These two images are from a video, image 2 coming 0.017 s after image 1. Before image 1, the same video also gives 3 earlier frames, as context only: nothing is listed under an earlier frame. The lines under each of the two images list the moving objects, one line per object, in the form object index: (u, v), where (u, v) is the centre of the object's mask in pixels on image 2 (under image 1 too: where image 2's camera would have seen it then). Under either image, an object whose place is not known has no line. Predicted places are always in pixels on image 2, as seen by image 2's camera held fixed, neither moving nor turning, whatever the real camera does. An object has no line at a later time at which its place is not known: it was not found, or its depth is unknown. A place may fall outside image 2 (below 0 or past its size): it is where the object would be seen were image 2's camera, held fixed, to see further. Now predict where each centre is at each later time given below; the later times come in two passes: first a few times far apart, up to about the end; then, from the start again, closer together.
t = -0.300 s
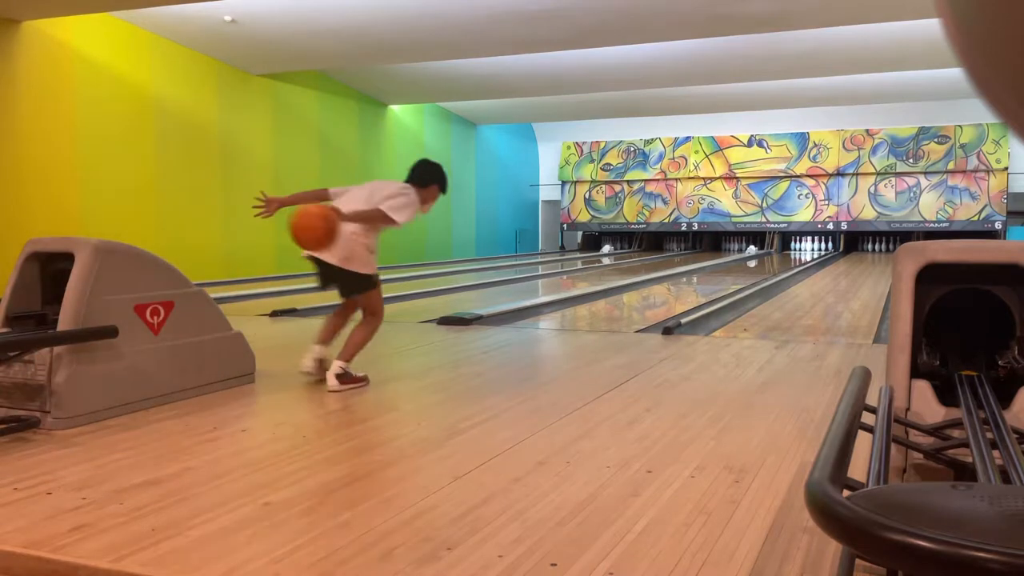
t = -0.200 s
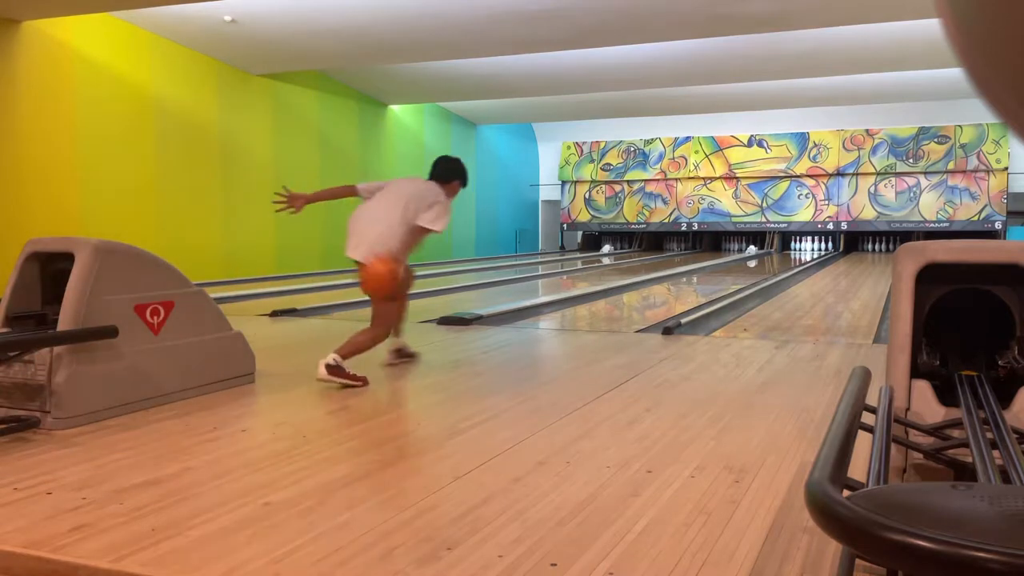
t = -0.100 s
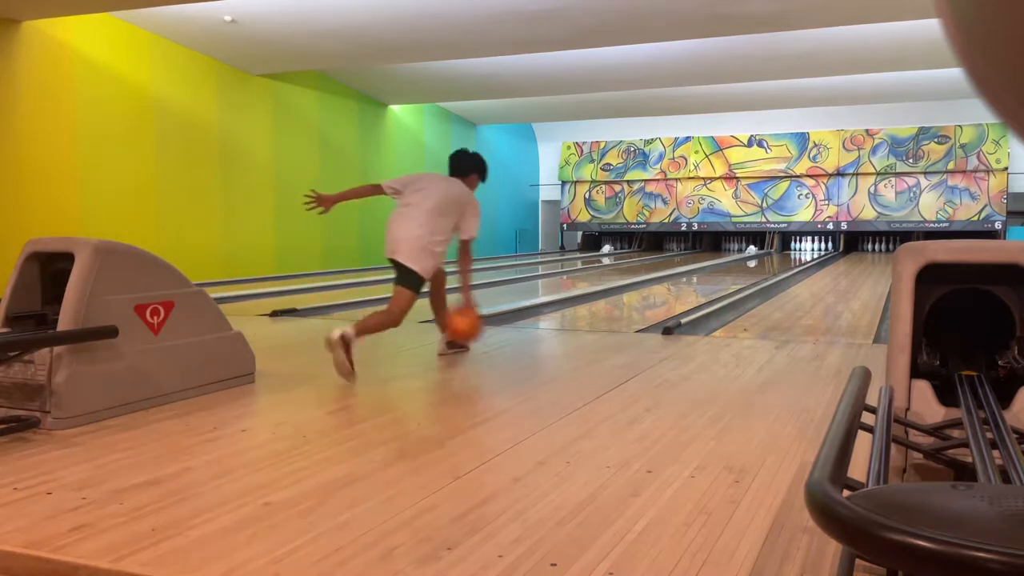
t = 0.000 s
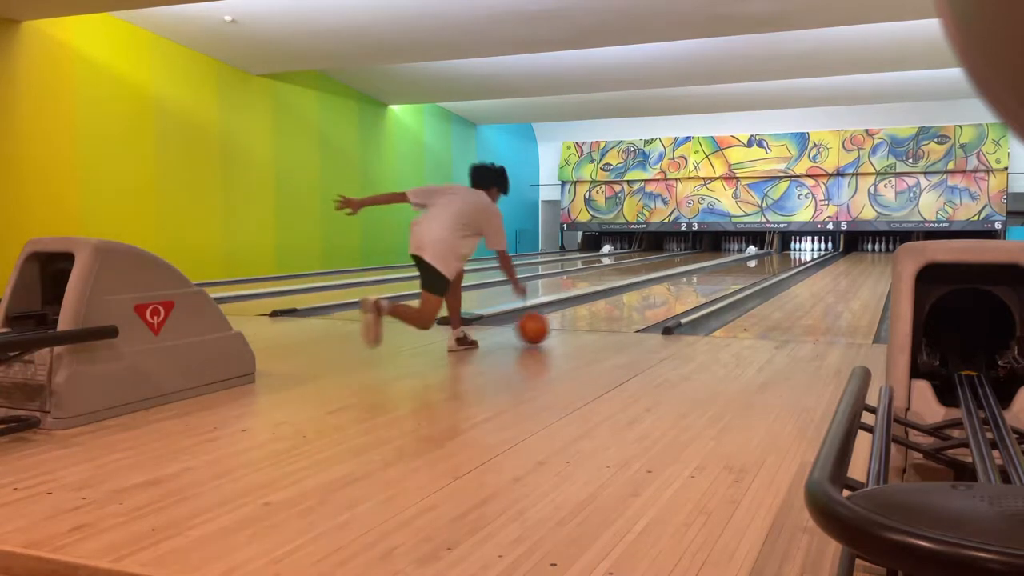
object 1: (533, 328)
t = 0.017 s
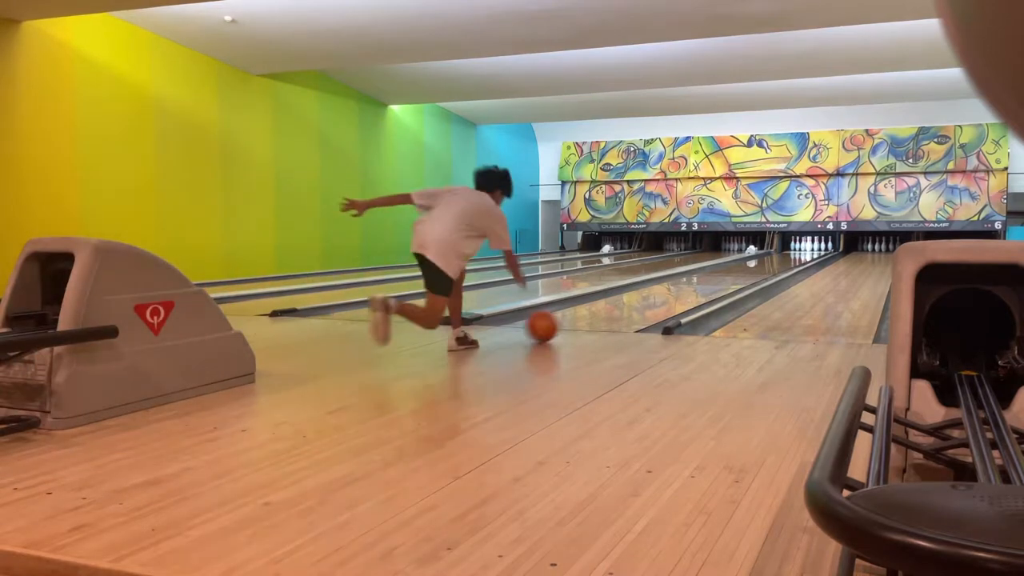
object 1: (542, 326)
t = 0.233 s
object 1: (630, 302)
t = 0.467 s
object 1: (687, 285)
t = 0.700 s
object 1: (722, 274)
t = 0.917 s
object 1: (744, 268)
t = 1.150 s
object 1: (761, 262)
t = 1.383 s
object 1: (774, 258)
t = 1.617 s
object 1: (783, 255)
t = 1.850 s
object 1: (790, 252)
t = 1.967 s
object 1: (793, 251)
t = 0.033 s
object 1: (551, 323)
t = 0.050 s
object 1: (559, 320)
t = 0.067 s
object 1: (567, 319)
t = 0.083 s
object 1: (575, 318)
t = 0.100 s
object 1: (582, 316)
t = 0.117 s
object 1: (589, 313)
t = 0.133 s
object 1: (596, 311)
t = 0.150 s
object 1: (602, 309)
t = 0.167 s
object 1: (609, 308)
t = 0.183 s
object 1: (614, 306)
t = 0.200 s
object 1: (620, 305)
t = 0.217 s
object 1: (626, 303)
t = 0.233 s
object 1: (630, 302)
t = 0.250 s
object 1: (636, 301)
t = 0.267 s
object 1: (640, 299)
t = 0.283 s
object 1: (645, 298)
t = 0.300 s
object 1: (649, 297)
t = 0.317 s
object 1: (654, 295)
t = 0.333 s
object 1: (658, 294)
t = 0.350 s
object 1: (662, 293)
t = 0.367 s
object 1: (666, 291)
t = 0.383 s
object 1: (670, 290)
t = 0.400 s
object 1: (673, 290)
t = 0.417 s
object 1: (676, 288)
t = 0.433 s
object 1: (680, 287)
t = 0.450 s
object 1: (683, 286)
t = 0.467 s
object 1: (687, 285)
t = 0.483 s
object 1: (690, 284)
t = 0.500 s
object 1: (693, 284)
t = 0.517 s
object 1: (696, 283)
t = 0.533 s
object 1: (698, 282)
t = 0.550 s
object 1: (701, 281)
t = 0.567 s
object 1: (704, 281)
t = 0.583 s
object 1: (706, 280)
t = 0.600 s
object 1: (708, 279)
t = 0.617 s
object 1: (711, 278)
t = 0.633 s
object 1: (714, 277)
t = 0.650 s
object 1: (716, 277)
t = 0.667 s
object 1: (718, 276)
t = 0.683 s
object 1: (720, 275)
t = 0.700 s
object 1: (722, 274)
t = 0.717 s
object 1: (724, 274)
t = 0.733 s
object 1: (726, 274)
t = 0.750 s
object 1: (728, 273)
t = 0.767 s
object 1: (730, 272)
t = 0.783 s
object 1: (731, 272)
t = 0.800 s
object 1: (733, 271)
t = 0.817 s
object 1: (735, 271)
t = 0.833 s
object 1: (737, 270)
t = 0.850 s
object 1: (739, 270)
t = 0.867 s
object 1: (740, 269)
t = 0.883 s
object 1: (742, 269)
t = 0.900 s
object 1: (743, 268)
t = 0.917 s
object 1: (744, 268)
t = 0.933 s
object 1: (745, 268)
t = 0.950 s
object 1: (747, 267)
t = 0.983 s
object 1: (750, 265)
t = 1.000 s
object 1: (751, 265)
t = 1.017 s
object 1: (752, 265)
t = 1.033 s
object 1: (755, 264)
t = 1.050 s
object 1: (755, 264)
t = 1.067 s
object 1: (756, 264)
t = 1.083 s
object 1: (758, 264)
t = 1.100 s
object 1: (758, 263)
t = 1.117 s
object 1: (760, 263)
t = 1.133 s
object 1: (761, 263)
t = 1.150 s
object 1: (761, 262)
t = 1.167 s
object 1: (762, 262)
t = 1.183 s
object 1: (765, 261)
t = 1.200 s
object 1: (765, 261)
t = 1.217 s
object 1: (767, 261)
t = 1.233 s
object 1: (767, 260)
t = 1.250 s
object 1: (767, 260)
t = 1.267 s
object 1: (767, 260)
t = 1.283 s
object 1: (769, 260)
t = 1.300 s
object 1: (770, 259)
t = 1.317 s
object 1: (770, 259)
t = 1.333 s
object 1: (772, 259)
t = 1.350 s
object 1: (772, 259)
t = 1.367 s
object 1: (772, 259)
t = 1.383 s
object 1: (774, 258)
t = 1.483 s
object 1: (779, 256)
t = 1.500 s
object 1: (779, 256)
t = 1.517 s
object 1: (779, 256)
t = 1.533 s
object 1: (780, 256)
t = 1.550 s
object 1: (781, 255)
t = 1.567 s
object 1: (781, 255)
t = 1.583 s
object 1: (782, 255)
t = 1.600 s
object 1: (782, 255)
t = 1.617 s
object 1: (783, 255)
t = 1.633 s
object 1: (784, 254)
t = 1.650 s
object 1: (784, 254)
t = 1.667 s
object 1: (785, 254)
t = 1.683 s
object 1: (786, 254)
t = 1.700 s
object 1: (786, 254)
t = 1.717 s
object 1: (787, 254)
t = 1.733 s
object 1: (787, 253)
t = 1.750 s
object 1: (788, 253)
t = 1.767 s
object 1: (788, 253)
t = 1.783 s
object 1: (789, 253)
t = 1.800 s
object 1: (789, 253)
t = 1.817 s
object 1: (789, 252)
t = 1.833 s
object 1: (789, 253)
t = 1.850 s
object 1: (790, 252)
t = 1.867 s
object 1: (790, 252)
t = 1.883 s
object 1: (791, 251)
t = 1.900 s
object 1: (792, 251)
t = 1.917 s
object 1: (792, 251)
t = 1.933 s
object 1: (792, 251)
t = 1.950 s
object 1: (793, 251)
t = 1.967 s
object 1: (793, 251)
